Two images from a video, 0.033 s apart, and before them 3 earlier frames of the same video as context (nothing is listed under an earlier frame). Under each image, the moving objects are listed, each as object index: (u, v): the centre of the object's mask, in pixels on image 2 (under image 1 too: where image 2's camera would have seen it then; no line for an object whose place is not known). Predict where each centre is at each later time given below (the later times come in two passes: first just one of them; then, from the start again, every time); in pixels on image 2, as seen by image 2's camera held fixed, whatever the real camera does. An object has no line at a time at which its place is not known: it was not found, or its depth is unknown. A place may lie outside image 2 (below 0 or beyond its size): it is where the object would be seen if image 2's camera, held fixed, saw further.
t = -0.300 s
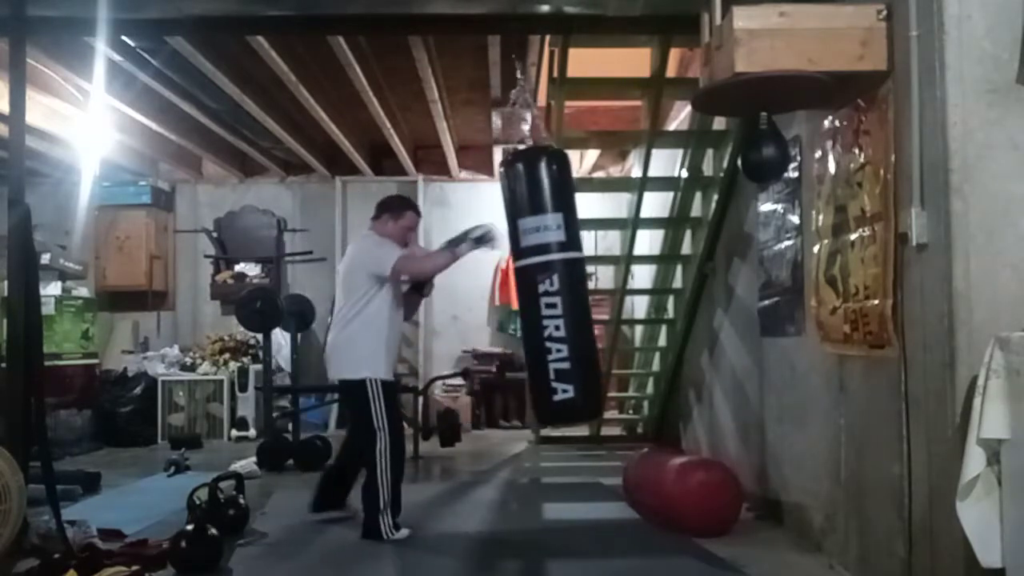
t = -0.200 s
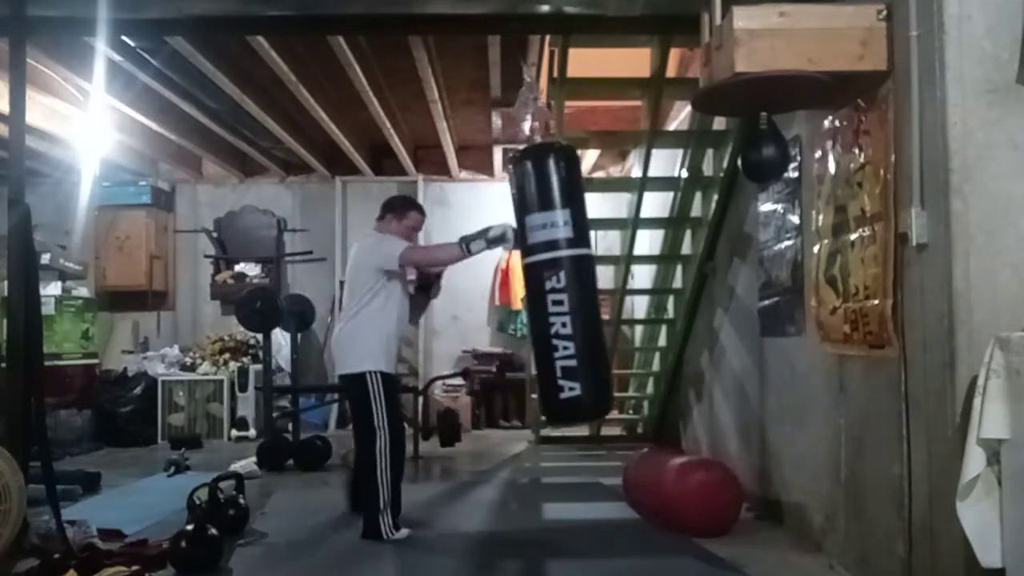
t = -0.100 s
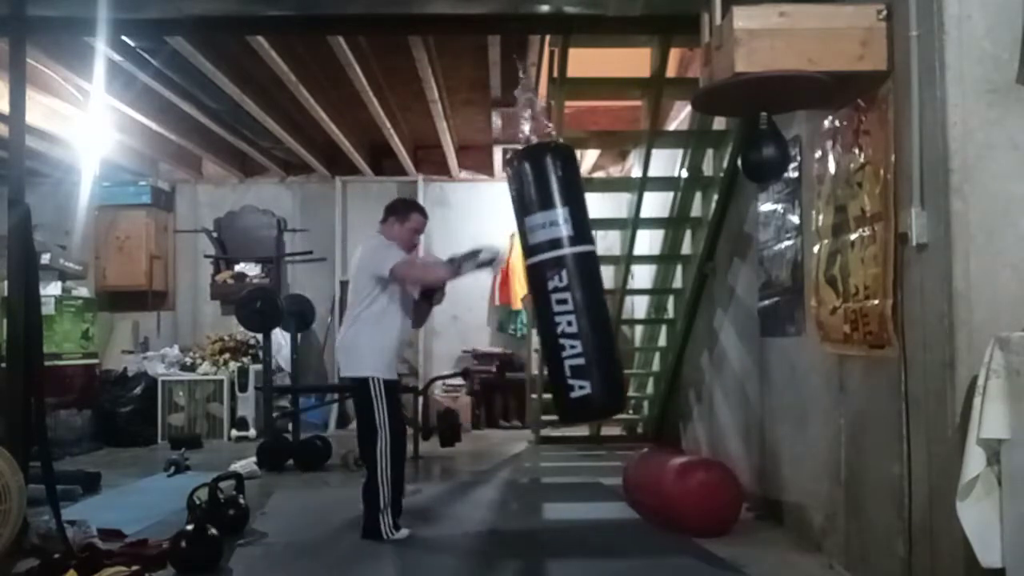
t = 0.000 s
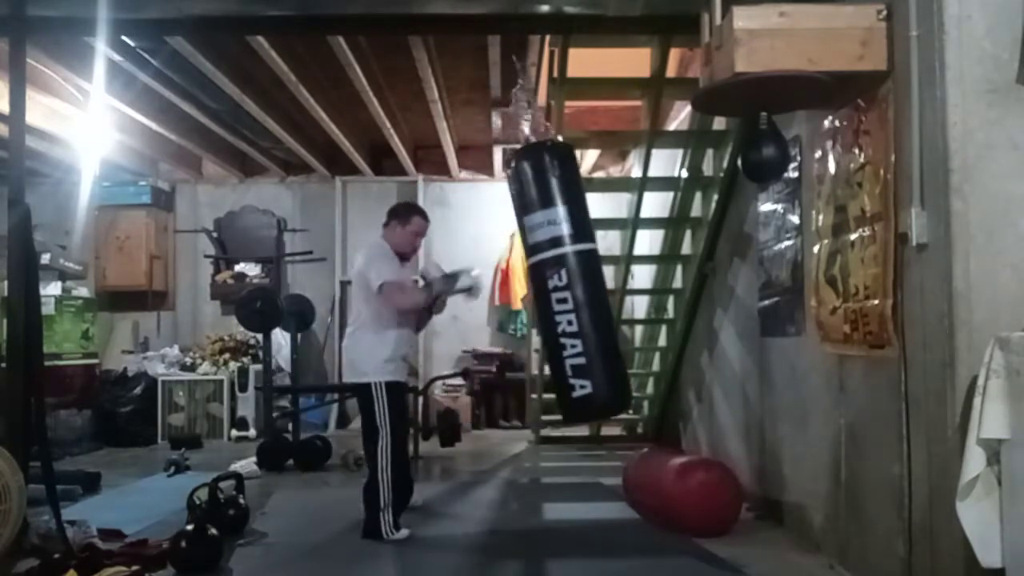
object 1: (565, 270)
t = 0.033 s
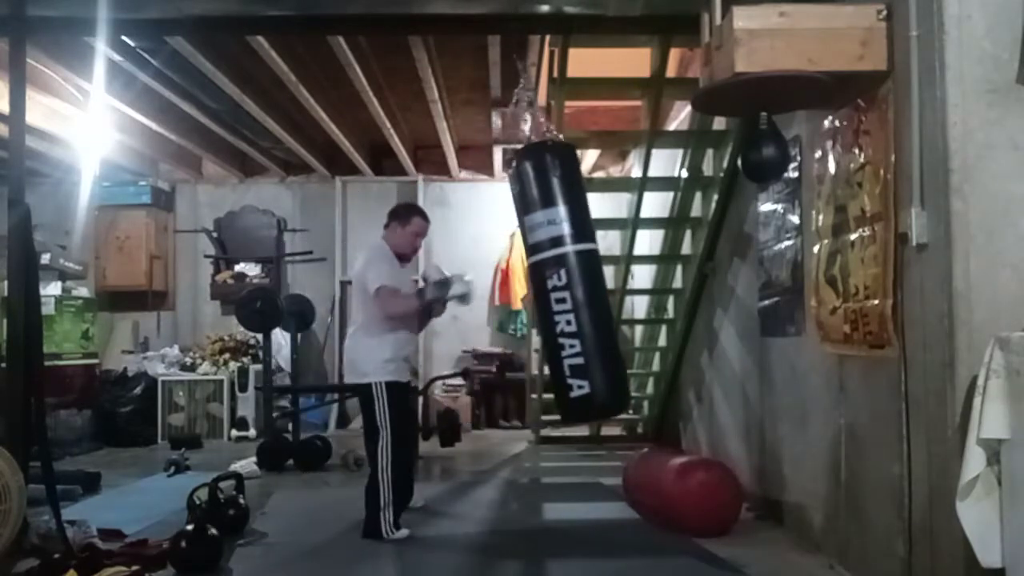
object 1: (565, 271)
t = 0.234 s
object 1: (556, 272)
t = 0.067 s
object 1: (565, 270)
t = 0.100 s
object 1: (564, 270)
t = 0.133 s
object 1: (563, 270)
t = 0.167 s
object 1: (561, 272)
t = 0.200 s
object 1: (559, 272)
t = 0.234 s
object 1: (556, 272)
